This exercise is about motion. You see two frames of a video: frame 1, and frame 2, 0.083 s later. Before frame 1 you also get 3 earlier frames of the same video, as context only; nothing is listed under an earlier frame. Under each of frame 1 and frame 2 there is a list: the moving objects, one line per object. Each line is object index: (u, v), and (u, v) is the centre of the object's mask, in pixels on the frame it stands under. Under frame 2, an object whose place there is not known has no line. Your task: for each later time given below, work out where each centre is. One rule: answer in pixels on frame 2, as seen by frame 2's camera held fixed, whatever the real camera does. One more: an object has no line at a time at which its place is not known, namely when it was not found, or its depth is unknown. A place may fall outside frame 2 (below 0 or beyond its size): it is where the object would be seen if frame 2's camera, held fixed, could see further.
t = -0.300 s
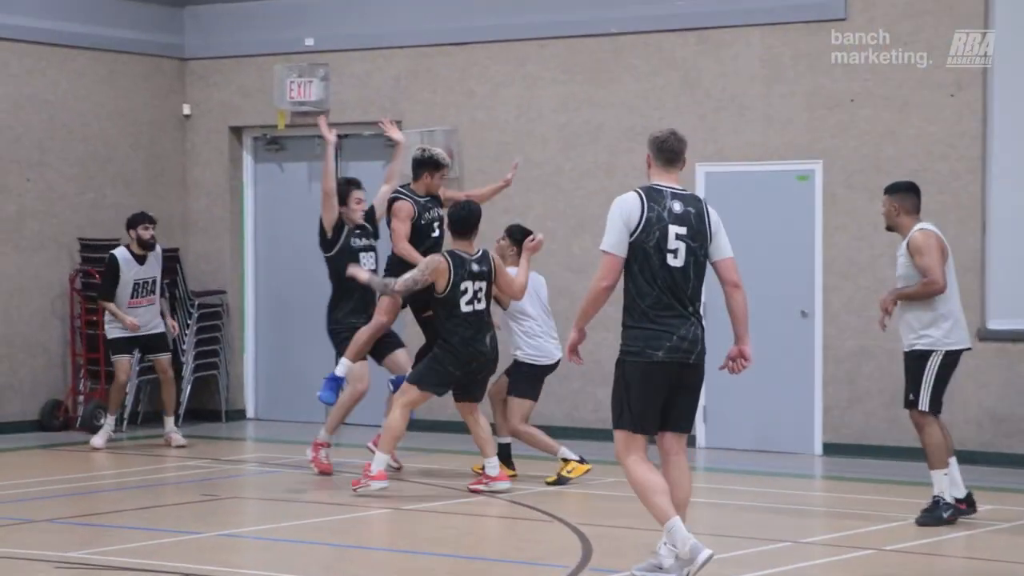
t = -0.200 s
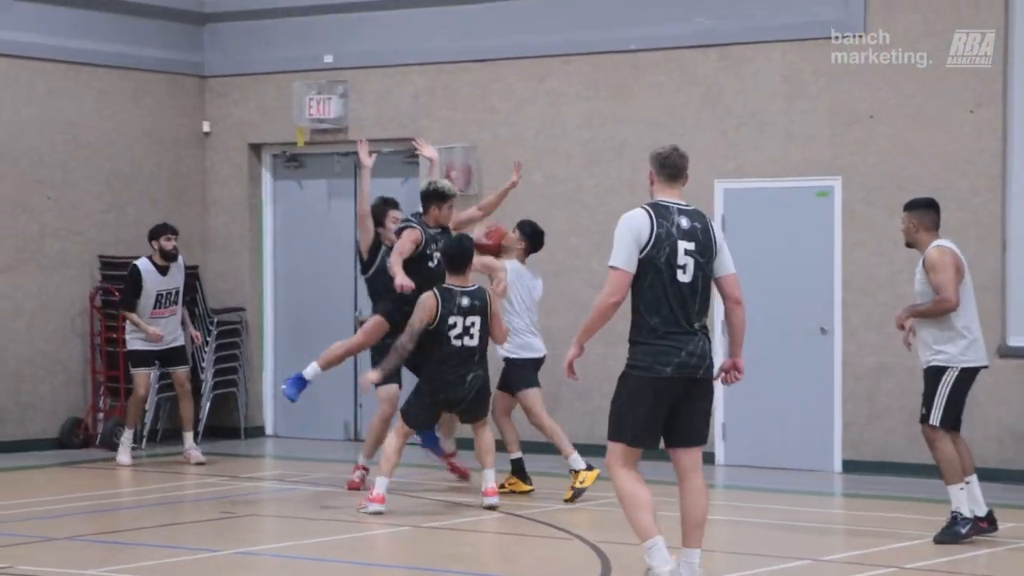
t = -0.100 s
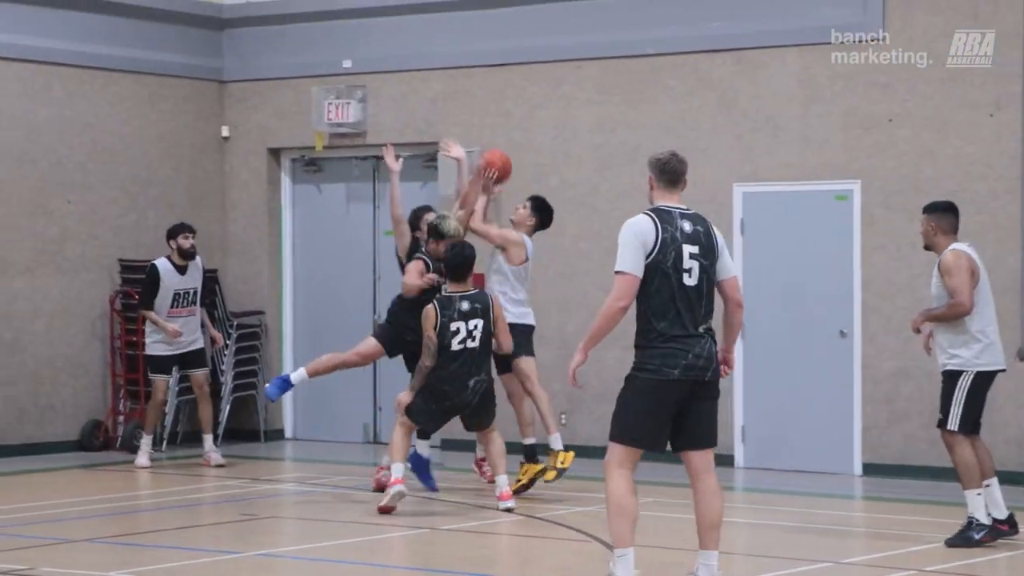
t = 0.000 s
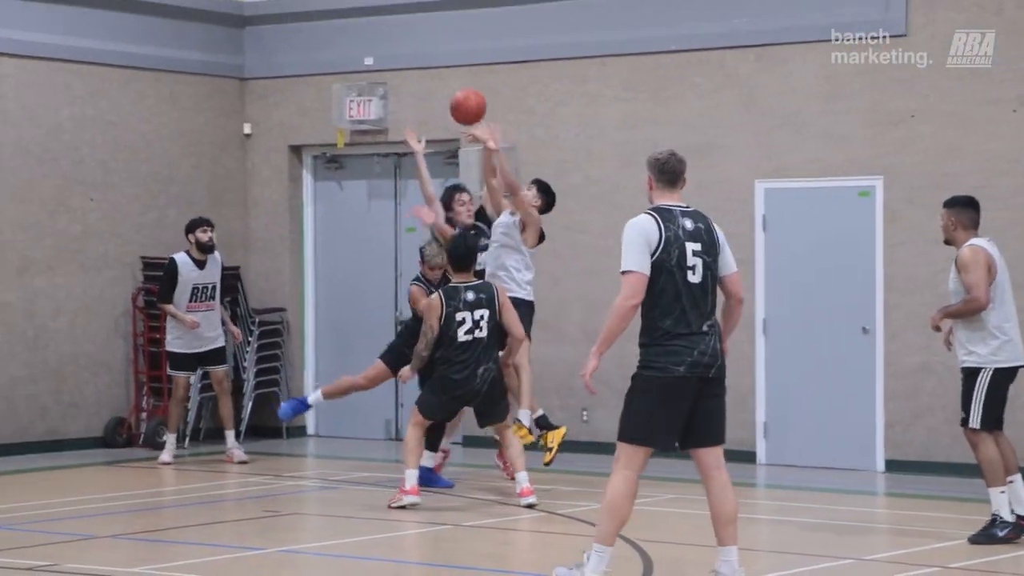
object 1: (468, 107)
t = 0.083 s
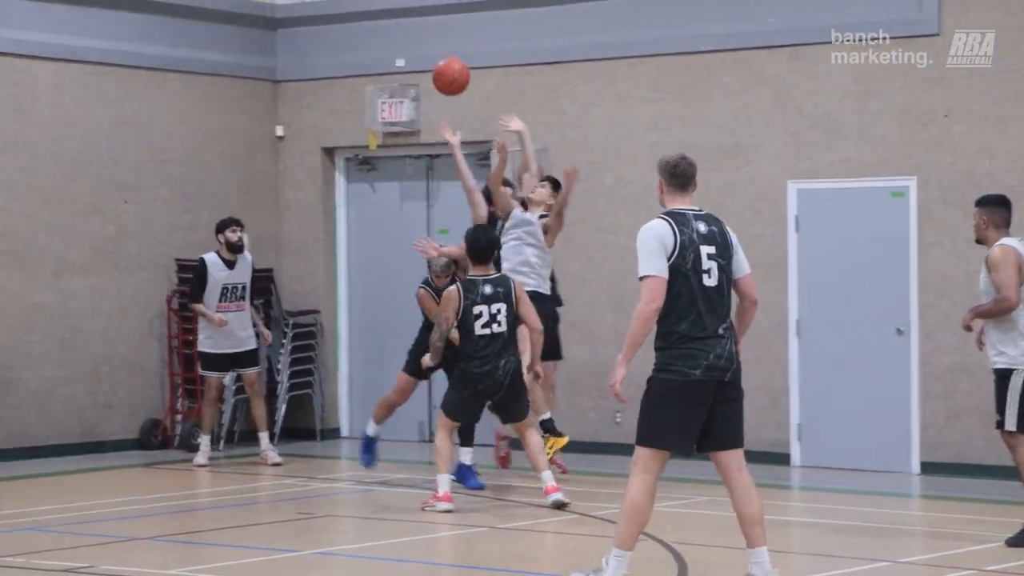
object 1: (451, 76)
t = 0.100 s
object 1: (441, 71)
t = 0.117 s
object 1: (430, 66)
